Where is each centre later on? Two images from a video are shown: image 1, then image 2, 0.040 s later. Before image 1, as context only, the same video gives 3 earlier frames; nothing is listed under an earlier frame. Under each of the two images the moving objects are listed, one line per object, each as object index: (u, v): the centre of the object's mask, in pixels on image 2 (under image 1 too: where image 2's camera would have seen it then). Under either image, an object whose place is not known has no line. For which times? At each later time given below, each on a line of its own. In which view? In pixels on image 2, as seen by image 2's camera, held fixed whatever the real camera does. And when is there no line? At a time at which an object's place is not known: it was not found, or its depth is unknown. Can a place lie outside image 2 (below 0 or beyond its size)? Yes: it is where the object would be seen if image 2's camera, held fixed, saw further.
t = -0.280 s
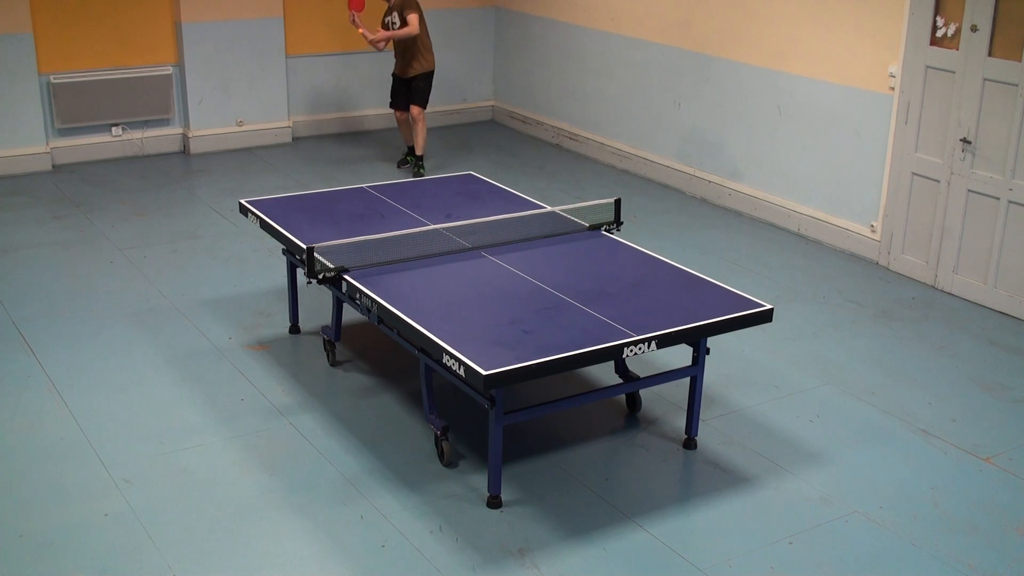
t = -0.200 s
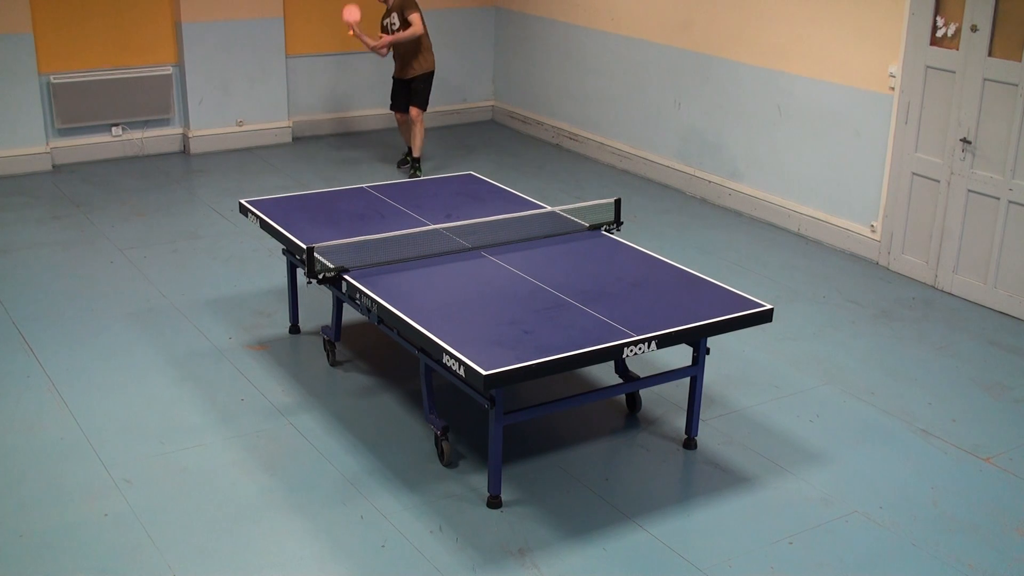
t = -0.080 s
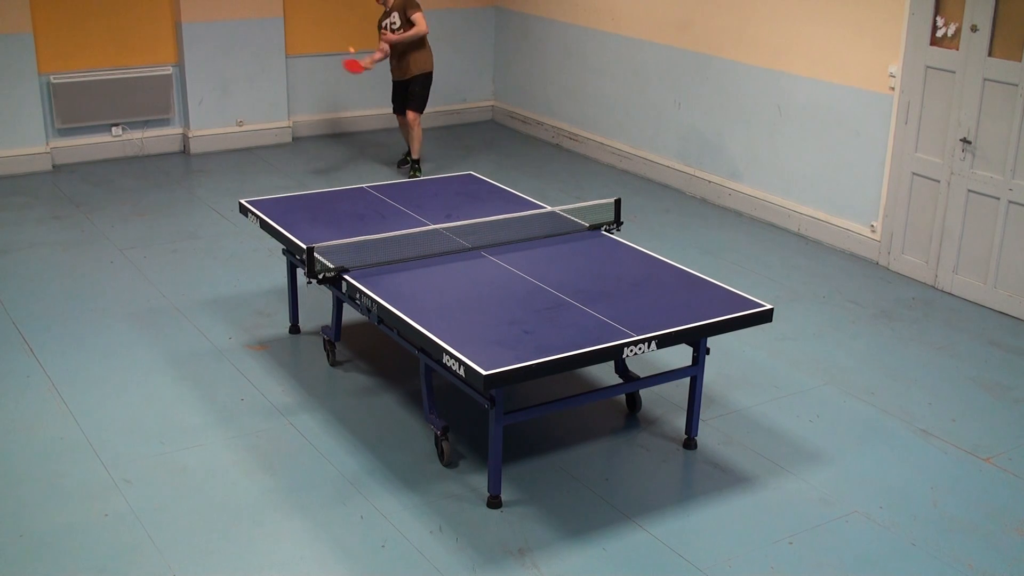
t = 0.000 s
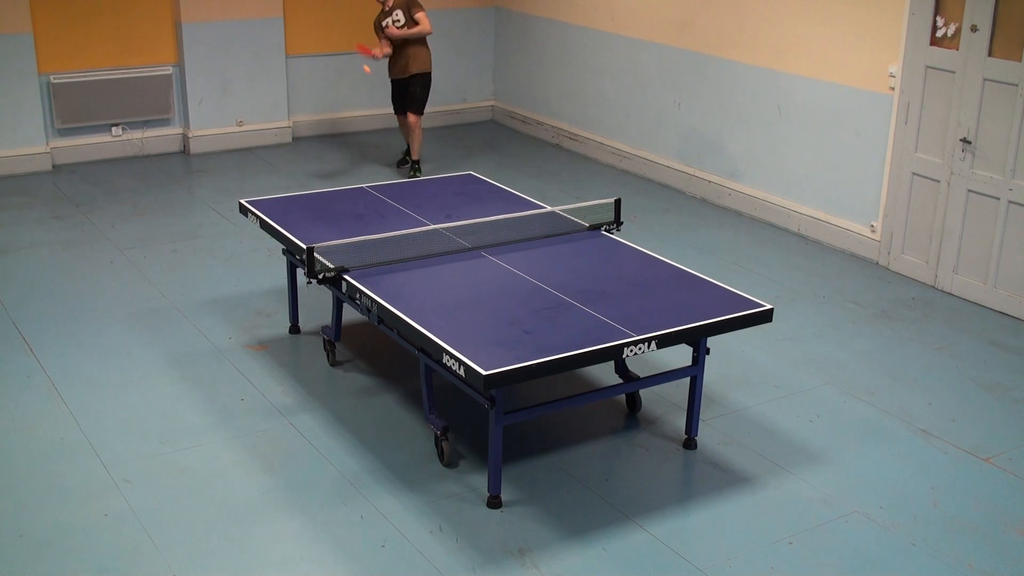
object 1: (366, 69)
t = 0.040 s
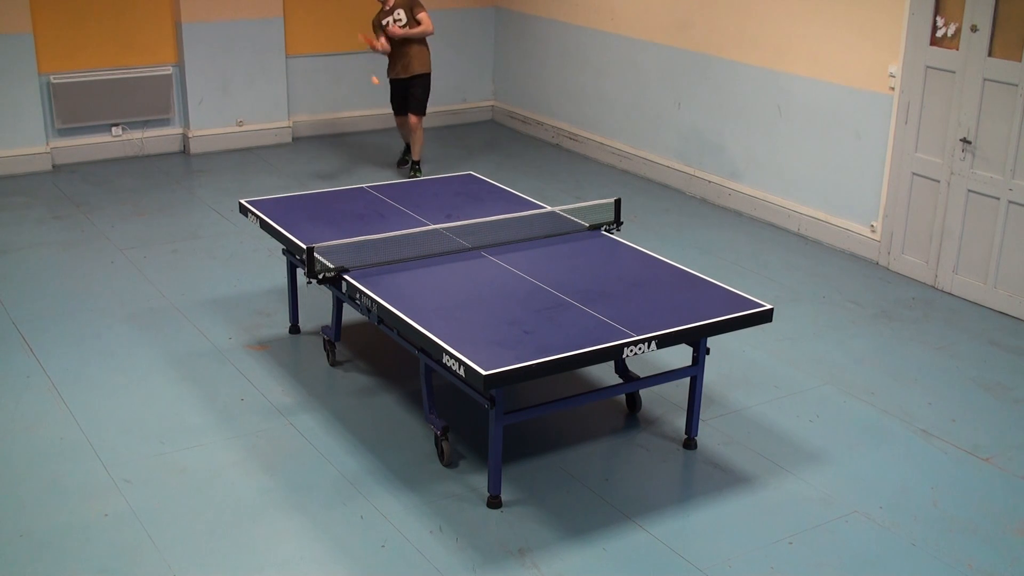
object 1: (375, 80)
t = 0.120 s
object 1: (394, 109)
